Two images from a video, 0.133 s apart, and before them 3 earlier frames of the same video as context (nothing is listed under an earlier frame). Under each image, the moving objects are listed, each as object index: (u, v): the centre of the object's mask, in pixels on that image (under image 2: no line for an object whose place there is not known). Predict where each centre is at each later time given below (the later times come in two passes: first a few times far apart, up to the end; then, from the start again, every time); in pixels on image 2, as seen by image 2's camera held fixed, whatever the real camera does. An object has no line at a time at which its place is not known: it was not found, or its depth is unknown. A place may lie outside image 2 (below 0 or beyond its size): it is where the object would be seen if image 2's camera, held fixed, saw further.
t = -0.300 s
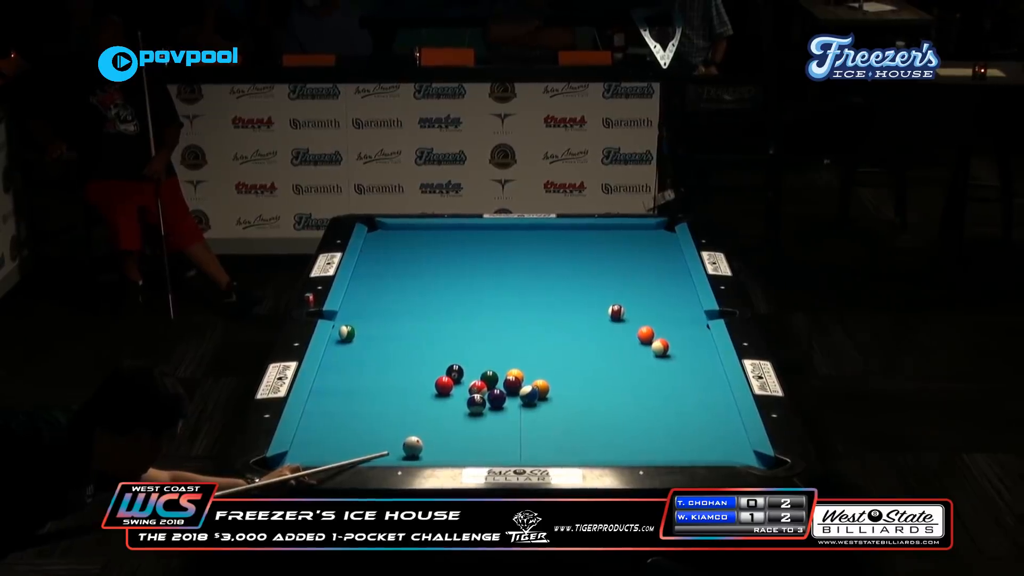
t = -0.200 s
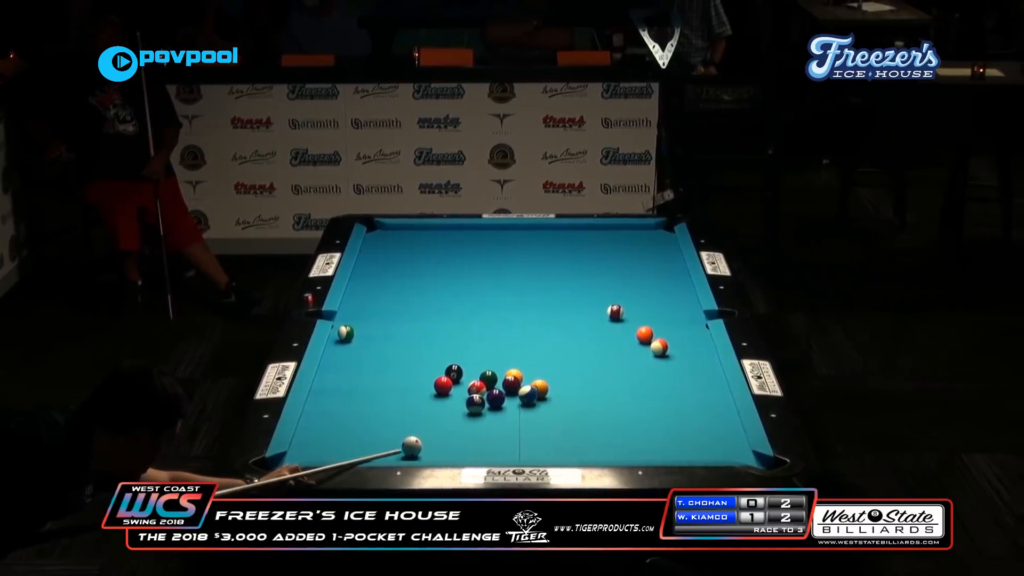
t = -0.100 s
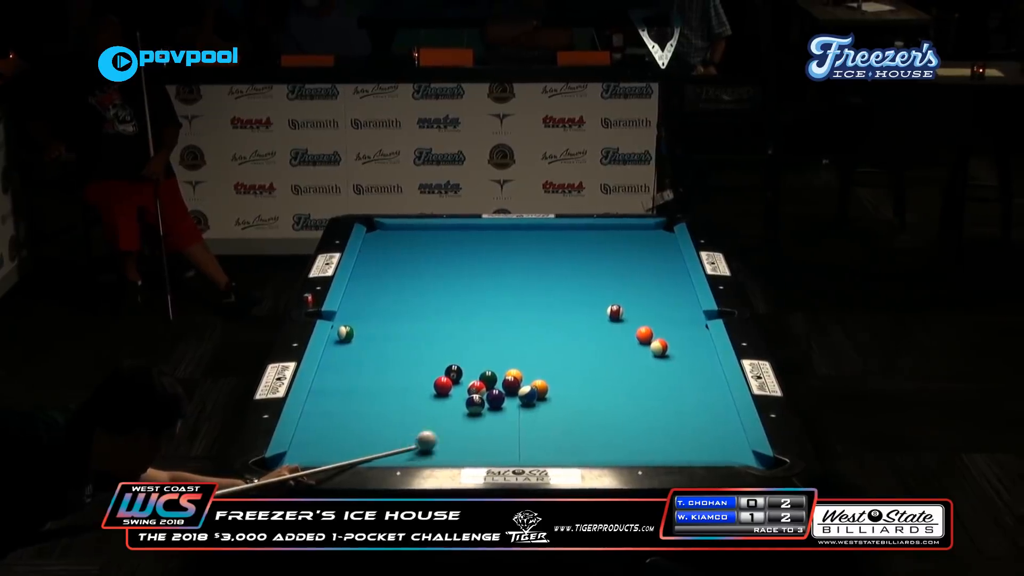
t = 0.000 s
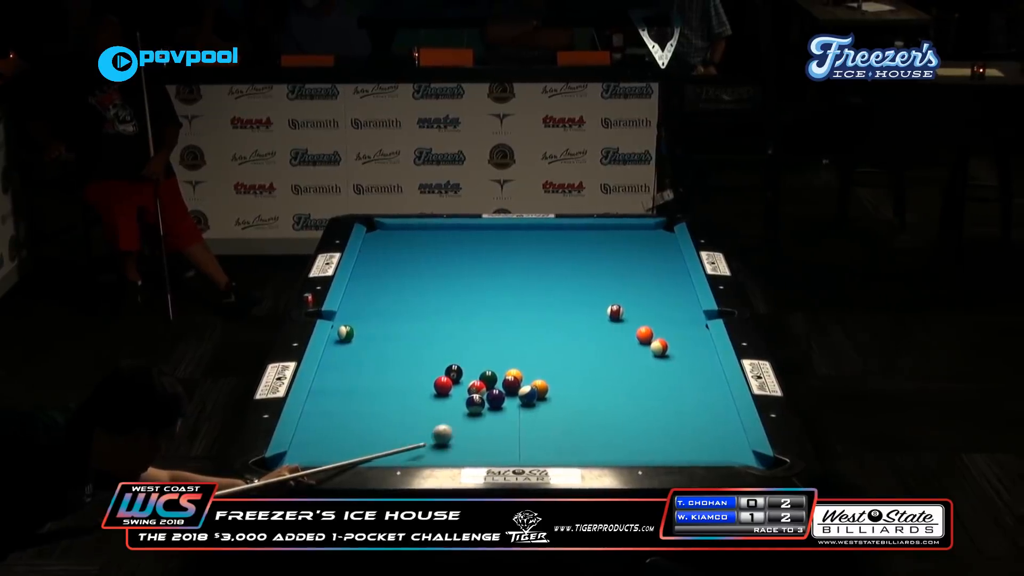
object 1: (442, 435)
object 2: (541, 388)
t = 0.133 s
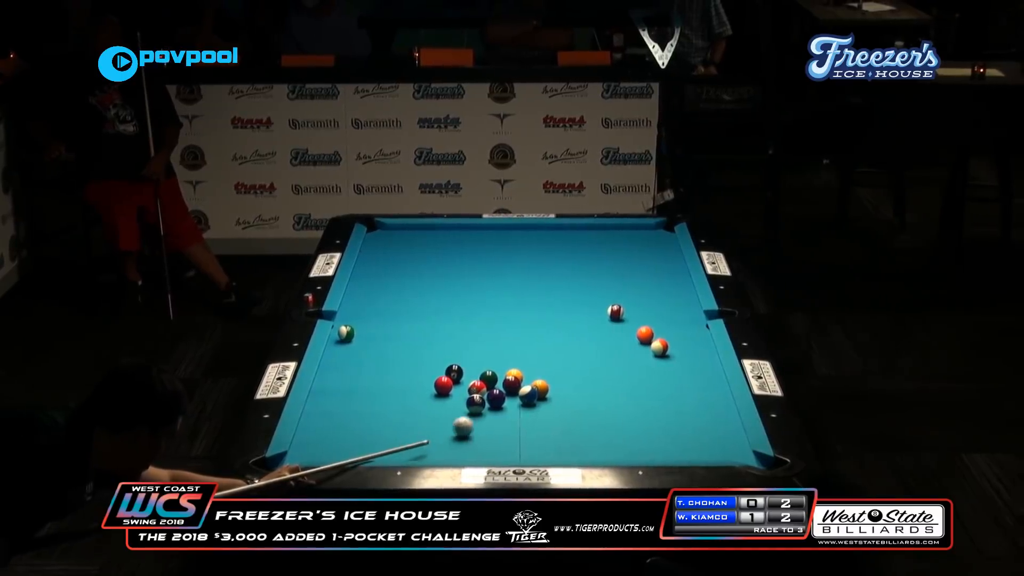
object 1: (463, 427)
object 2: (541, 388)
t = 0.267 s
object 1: (483, 419)
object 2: (541, 388)
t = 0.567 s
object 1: (524, 403)
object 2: (541, 387)
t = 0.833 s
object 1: (555, 400)
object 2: (547, 383)
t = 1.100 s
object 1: (582, 398)
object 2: (555, 379)
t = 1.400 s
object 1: (611, 396)
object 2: (563, 373)
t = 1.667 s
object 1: (634, 394)
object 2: (569, 369)
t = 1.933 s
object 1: (656, 393)
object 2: (574, 367)
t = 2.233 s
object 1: (677, 391)
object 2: (579, 364)
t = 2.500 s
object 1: (693, 390)
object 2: (583, 362)
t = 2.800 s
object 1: (710, 388)
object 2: (586, 361)
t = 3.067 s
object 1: (720, 387)
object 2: (587, 361)
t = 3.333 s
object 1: (713, 387)
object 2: (587, 361)
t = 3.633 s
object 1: (707, 386)
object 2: (587, 361)
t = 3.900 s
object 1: (704, 387)
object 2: (587, 361)
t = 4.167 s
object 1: (703, 387)
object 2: (587, 361)
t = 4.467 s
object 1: (703, 387)
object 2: (587, 361)
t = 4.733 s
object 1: (703, 386)
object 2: (587, 361)
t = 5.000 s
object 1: (703, 386)
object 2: (587, 361)
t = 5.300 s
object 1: (703, 386)
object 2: (587, 361)
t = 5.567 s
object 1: (703, 386)
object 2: (587, 361)
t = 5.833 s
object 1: (703, 386)
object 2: (587, 361)
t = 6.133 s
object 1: (703, 386)
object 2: (587, 361)
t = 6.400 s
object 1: (704, 386)
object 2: (587, 360)
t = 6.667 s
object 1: (703, 387)
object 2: (587, 361)
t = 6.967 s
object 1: (703, 387)
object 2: (587, 361)
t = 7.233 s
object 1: (703, 387)
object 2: (587, 361)
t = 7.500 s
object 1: (703, 387)
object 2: (587, 361)
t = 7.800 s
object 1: (703, 387)
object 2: (587, 361)
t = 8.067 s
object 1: (703, 386)
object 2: (587, 361)
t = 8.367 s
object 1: (703, 386)
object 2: (587, 360)
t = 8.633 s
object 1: (703, 386)
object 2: (587, 361)
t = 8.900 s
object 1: (703, 386)
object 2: (587, 360)
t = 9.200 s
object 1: (703, 386)
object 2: (587, 360)
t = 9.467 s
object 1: (703, 386)
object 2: (587, 360)
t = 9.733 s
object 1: (703, 386)
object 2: (587, 360)
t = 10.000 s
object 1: (703, 386)
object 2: (587, 360)
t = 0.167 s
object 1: (467, 425)
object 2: (541, 388)
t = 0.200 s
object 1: (473, 423)
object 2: (541, 388)
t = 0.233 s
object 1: (477, 421)
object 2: (541, 388)
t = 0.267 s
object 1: (483, 419)
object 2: (541, 388)
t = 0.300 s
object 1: (487, 417)
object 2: (541, 388)
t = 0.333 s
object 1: (492, 416)
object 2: (541, 388)
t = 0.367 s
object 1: (497, 414)
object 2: (541, 388)
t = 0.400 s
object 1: (501, 412)
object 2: (541, 387)
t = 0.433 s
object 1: (506, 410)
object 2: (542, 387)
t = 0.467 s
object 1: (510, 409)
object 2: (541, 387)
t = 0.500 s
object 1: (514, 407)
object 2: (542, 387)
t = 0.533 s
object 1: (519, 405)
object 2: (542, 387)
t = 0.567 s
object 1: (524, 403)
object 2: (541, 387)
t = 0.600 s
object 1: (528, 402)
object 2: (541, 387)
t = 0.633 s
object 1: (531, 402)
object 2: (542, 387)
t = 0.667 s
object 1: (535, 401)
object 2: (542, 386)
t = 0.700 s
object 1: (539, 401)
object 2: (544, 385)
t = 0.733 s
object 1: (543, 400)
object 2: (544, 384)
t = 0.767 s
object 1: (547, 401)
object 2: (545, 384)
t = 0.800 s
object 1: (551, 400)
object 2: (546, 383)
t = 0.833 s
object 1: (555, 400)
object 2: (547, 383)
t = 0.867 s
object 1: (558, 400)
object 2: (548, 383)
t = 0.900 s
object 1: (561, 400)
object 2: (549, 382)
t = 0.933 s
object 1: (565, 399)
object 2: (550, 382)
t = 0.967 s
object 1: (569, 399)
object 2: (551, 381)
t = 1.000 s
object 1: (572, 399)
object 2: (552, 380)
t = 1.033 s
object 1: (575, 399)
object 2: (553, 379)
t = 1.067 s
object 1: (579, 398)
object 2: (554, 379)
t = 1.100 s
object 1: (582, 398)
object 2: (555, 379)
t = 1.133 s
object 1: (585, 398)
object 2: (556, 378)
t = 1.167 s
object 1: (589, 398)
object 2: (557, 377)
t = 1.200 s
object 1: (592, 398)
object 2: (558, 376)
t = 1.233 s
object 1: (595, 397)
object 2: (558, 376)
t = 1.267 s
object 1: (598, 397)
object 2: (559, 376)
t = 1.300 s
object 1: (602, 397)
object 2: (560, 375)
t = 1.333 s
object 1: (605, 397)
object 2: (561, 374)
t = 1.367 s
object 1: (608, 396)
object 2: (562, 374)
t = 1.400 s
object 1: (611, 396)
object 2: (563, 373)
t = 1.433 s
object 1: (614, 396)
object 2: (564, 373)
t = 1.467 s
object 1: (617, 396)
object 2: (564, 372)
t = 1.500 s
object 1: (620, 396)
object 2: (565, 372)
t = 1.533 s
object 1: (623, 395)
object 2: (566, 371)
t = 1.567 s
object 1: (626, 395)
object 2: (567, 371)
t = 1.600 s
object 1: (629, 395)
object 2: (568, 370)
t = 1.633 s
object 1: (632, 394)
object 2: (569, 370)
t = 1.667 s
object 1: (634, 394)
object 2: (569, 369)
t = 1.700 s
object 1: (637, 394)
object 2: (570, 369)
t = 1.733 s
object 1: (640, 394)
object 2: (571, 369)
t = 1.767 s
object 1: (642, 394)
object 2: (571, 369)
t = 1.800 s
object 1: (645, 394)
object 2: (572, 368)
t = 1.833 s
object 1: (648, 393)
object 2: (572, 368)
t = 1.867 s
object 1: (650, 393)
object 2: (573, 367)
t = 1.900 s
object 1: (653, 393)
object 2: (574, 367)
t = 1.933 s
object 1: (656, 393)
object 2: (574, 367)
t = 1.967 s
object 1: (658, 393)
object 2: (575, 367)
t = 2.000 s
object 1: (660, 393)
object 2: (575, 366)
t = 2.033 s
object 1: (663, 392)
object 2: (576, 366)
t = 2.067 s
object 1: (665, 392)
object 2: (577, 365)
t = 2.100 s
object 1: (668, 392)
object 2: (577, 365)
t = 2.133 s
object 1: (670, 392)
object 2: (578, 365)
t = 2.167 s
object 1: (672, 392)
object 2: (578, 365)
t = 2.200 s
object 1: (674, 392)
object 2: (579, 365)
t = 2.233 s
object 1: (677, 391)
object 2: (579, 364)
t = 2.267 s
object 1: (679, 391)
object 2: (580, 364)
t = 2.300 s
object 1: (681, 391)
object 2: (580, 364)
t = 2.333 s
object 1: (683, 391)
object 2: (581, 363)
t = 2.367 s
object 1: (685, 391)
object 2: (581, 363)
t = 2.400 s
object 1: (688, 391)
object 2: (581, 363)
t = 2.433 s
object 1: (690, 390)
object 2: (582, 363)
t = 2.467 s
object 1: (692, 390)
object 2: (582, 363)
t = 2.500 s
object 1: (693, 390)
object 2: (583, 362)
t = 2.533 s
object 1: (696, 390)
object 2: (583, 362)
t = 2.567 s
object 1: (698, 390)
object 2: (583, 362)
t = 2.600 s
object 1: (700, 389)
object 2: (584, 362)
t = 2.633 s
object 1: (701, 389)
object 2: (584, 362)
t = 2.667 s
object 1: (703, 389)
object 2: (584, 362)
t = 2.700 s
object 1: (705, 389)
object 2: (585, 361)
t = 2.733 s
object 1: (707, 389)
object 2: (585, 361)
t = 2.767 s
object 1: (709, 388)
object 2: (585, 361)
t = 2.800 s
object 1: (710, 388)
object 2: (586, 361)
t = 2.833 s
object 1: (712, 388)
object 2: (586, 361)
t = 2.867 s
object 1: (714, 388)
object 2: (586, 361)
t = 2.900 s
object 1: (716, 388)
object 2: (587, 361)
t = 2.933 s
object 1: (717, 388)
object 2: (587, 361)
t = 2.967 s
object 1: (719, 388)
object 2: (587, 361)
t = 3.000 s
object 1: (720, 387)
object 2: (587, 361)
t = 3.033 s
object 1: (721, 387)
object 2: (587, 361)
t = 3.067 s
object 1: (720, 387)
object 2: (587, 361)
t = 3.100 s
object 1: (719, 387)
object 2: (587, 361)
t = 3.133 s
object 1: (718, 387)
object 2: (587, 360)
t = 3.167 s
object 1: (717, 387)
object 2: (587, 361)
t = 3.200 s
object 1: (716, 387)
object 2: (587, 361)
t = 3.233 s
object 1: (715, 387)
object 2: (587, 361)
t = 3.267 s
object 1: (714, 387)
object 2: (587, 361)
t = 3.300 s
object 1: (714, 387)
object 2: (587, 361)
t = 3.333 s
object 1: (713, 387)
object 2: (587, 361)
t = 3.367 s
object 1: (712, 387)
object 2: (587, 361)
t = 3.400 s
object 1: (711, 387)
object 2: (587, 361)
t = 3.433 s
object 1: (711, 387)
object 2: (587, 361)
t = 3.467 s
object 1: (710, 387)
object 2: (587, 361)
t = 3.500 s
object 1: (709, 386)
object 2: (587, 361)
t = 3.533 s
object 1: (709, 386)
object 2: (587, 361)
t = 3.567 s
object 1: (708, 387)
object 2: (587, 361)
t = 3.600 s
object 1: (708, 387)
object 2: (587, 361)
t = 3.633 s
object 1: (707, 386)
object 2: (587, 361)
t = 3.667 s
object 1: (707, 387)
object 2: (587, 361)
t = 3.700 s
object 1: (706, 386)
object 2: (587, 361)
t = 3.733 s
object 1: (706, 386)
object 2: (587, 361)
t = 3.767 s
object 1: (706, 386)
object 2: (587, 361)
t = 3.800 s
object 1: (705, 386)
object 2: (587, 361)
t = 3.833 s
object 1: (704, 386)
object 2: (587, 361)
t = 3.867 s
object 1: (704, 386)
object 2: (587, 361)
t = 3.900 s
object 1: (704, 387)
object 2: (587, 361)
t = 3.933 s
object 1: (704, 387)
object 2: (587, 361)
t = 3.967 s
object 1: (704, 387)
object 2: (587, 361)
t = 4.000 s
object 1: (703, 386)
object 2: (587, 361)
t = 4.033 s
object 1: (703, 386)
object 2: (587, 361)
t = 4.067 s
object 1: (703, 386)
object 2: (587, 361)
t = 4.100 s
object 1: (703, 387)
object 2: (587, 361)
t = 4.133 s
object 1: (703, 387)
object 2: (587, 361)
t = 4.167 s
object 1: (703, 387)
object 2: (587, 361)
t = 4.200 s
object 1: (703, 387)
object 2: (587, 361)
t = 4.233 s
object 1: (703, 387)
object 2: (587, 361)
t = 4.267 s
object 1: (703, 387)
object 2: (587, 361)
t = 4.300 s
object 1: (703, 387)
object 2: (587, 361)
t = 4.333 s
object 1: (703, 386)
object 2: (587, 360)
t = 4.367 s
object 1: (703, 387)
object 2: (587, 361)
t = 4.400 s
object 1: (703, 387)
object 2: (587, 361)
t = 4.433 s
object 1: (703, 387)
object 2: (587, 361)
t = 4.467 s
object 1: (703, 387)
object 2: (587, 361)
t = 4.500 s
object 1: (703, 386)
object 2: (587, 361)
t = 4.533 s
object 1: (703, 386)
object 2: (587, 361)
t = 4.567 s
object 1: (703, 386)
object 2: (587, 361)
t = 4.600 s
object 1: (703, 386)
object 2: (587, 361)
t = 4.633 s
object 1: (703, 387)
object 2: (587, 361)
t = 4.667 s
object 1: (703, 386)
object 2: (587, 361)
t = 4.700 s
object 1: (703, 386)
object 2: (587, 361)
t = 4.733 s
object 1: (703, 386)
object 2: (587, 361)
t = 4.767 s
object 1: (703, 386)
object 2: (587, 361)
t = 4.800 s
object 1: (703, 386)
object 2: (587, 361)
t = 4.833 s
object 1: (703, 386)
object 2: (587, 361)
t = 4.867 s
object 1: (703, 386)
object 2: (587, 361)
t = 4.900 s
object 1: (703, 386)
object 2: (587, 361)
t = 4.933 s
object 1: (703, 386)
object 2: (587, 361)
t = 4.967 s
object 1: (703, 386)
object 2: (587, 360)
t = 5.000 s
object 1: (703, 386)
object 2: (587, 361)
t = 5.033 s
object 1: (703, 386)
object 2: (587, 360)
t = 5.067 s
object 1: (703, 386)
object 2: (587, 361)
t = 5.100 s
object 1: (703, 386)
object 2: (587, 360)
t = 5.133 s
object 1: (703, 386)
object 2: (587, 361)
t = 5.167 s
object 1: (703, 386)
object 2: (587, 361)
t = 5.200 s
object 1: (703, 386)
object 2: (587, 361)
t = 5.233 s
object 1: (703, 386)
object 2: (587, 361)
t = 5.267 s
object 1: (703, 386)
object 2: (587, 361)
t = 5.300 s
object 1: (703, 386)
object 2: (587, 361)
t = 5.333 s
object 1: (703, 386)
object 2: (587, 361)
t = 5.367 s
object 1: (703, 386)
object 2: (587, 361)
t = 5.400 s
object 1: (703, 387)
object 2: (587, 361)
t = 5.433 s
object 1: (703, 387)
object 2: (587, 361)
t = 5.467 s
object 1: (703, 386)
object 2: (587, 361)
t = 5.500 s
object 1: (703, 386)
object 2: (587, 361)
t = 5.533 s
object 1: (703, 386)
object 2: (587, 361)
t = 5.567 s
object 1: (703, 386)
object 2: (587, 361)
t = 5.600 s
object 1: (703, 386)
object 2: (587, 361)
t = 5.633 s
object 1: (703, 386)
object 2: (587, 361)
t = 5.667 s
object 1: (703, 386)
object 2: (587, 361)
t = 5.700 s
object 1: (703, 386)
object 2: (587, 361)
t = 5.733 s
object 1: (703, 386)
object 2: (587, 361)
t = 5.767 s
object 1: (703, 386)
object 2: (587, 361)
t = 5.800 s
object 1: (703, 386)
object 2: (587, 361)
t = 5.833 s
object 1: (703, 386)
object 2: (587, 361)
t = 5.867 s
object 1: (703, 386)
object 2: (587, 361)
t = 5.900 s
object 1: (703, 386)
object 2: (587, 361)
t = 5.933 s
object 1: (703, 386)
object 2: (587, 361)
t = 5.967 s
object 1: (703, 386)
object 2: (587, 361)
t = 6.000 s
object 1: (703, 386)
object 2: (587, 361)
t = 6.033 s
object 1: (703, 386)
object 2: (587, 361)
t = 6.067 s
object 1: (703, 386)
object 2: (587, 361)
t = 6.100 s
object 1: (703, 386)
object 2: (587, 361)
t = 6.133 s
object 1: (703, 386)
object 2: (587, 361)
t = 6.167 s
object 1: (703, 386)
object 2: (587, 361)
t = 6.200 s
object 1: (703, 386)
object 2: (587, 361)
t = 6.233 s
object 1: (703, 386)
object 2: (587, 361)
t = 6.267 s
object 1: (703, 386)
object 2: (587, 361)
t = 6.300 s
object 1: (703, 386)
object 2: (587, 361)
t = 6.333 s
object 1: (703, 387)
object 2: (587, 361)
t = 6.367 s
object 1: (703, 387)
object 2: (587, 361)
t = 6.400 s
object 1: (704, 386)
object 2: (587, 360)
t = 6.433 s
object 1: (703, 386)
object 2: (587, 360)
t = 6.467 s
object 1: (703, 386)
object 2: (587, 360)
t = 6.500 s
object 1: (703, 386)
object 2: (587, 360)
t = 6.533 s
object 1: (703, 386)
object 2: (587, 360)
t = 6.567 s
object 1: (703, 387)
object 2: (587, 361)
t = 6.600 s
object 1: (703, 387)
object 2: (587, 361)
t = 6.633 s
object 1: (703, 387)
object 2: (587, 361)
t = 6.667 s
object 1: (703, 387)
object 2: (587, 361)
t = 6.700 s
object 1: (703, 387)
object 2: (587, 361)
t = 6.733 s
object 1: (703, 387)
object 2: (587, 361)
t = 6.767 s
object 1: (703, 387)
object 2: (587, 361)
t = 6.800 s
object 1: (703, 387)
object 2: (587, 361)
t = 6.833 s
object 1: (703, 387)
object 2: (587, 361)
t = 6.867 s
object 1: (703, 387)
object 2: (587, 361)
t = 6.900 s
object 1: (703, 387)
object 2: (587, 361)
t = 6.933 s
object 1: (703, 387)
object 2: (587, 361)
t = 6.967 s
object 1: (703, 387)
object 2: (587, 361)
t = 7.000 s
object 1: (703, 387)
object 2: (587, 361)
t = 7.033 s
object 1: (703, 387)
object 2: (587, 361)
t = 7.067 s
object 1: (703, 387)
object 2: (587, 361)
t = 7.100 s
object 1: (703, 387)
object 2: (587, 361)
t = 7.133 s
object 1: (703, 387)
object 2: (587, 361)
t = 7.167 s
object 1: (703, 387)
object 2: (587, 361)
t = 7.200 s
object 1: (703, 387)
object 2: (587, 361)
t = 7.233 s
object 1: (703, 387)
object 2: (587, 361)
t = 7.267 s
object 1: (703, 387)
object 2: (587, 361)
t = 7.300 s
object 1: (703, 387)
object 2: (587, 361)
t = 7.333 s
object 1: (703, 387)
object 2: (587, 361)
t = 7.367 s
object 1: (703, 387)
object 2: (587, 361)
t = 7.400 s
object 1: (703, 387)
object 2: (587, 361)
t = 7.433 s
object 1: (703, 387)
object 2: (587, 361)
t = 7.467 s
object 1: (703, 387)
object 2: (587, 361)
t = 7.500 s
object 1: (703, 387)
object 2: (587, 361)
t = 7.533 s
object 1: (703, 387)
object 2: (587, 361)
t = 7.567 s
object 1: (703, 387)
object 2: (587, 361)
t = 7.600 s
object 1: (703, 387)
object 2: (587, 361)
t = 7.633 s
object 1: (703, 387)
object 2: (587, 361)
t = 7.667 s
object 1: (703, 387)
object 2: (587, 361)
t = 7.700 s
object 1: (703, 387)
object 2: (587, 361)
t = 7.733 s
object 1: (703, 387)
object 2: (587, 361)
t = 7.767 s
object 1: (703, 387)
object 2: (587, 361)
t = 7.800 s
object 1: (703, 387)
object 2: (587, 361)
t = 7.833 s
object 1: (703, 387)
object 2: (587, 361)
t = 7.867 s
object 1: (703, 387)
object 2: (587, 361)
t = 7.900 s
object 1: (703, 386)
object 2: (587, 361)
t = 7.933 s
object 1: (703, 386)
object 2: (587, 361)
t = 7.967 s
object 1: (703, 386)
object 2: (587, 361)
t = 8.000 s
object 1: (703, 386)
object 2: (587, 361)
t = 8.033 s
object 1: (703, 386)
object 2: (587, 361)
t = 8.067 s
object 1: (703, 386)
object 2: (587, 361)
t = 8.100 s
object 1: (703, 386)
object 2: (587, 361)
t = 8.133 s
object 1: (703, 386)
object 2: (587, 361)
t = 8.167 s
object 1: (703, 386)
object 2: (587, 361)
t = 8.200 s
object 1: (703, 386)
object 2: (587, 361)
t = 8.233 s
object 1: (703, 386)
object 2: (587, 360)
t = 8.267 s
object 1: (703, 386)
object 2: (587, 361)
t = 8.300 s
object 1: (703, 386)
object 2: (587, 361)
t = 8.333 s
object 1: (703, 386)
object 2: (587, 361)
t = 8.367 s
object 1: (703, 386)
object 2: (587, 360)
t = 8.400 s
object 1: (703, 386)
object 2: (587, 361)
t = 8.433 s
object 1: (703, 386)
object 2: (587, 360)
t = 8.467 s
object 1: (703, 386)
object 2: (587, 361)
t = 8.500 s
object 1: (703, 386)
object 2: (587, 361)
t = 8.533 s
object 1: (703, 386)
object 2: (587, 361)
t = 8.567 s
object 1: (703, 386)
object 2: (587, 361)
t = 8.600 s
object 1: (703, 386)
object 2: (587, 360)
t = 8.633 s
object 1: (703, 386)
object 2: (587, 361)
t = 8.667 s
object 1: (703, 386)
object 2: (587, 360)
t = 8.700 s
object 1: (703, 386)
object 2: (587, 361)
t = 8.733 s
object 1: (703, 386)
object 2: (587, 360)
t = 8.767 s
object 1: (703, 386)
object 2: (587, 360)
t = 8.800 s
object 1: (703, 386)
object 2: (587, 361)
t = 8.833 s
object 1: (703, 387)
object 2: (587, 360)
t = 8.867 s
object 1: (703, 386)
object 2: (587, 360)
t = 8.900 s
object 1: (703, 386)
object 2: (587, 360)
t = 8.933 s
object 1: (703, 387)
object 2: (587, 360)
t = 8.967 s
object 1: (703, 386)
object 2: (587, 360)
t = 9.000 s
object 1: (703, 386)
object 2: (587, 360)
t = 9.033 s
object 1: (703, 386)
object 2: (587, 360)
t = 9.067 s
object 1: (703, 387)
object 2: (587, 360)
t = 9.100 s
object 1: (703, 387)
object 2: (587, 360)
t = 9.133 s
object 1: (703, 387)
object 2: (587, 360)
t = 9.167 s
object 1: (703, 386)
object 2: (587, 360)
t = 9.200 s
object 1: (703, 386)
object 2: (587, 360)
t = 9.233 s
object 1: (703, 386)
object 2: (587, 360)
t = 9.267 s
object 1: (703, 386)
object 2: (587, 360)
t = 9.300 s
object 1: (703, 386)
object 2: (587, 360)
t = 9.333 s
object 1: (703, 386)
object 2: (587, 360)
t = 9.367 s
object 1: (703, 386)
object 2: (587, 360)
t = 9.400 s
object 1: (703, 386)
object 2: (587, 360)
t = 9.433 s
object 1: (703, 386)
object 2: (587, 360)
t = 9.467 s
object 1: (703, 386)
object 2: (587, 360)
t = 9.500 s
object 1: (703, 386)
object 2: (587, 360)
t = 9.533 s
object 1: (703, 386)
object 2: (587, 360)
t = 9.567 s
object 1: (703, 386)
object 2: (587, 360)
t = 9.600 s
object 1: (703, 386)
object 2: (587, 360)
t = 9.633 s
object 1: (703, 386)
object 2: (587, 360)
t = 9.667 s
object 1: (703, 386)
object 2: (587, 360)
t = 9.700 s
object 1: (703, 386)
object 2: (587, 360)
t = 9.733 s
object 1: (703, 386)
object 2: (587, 360)
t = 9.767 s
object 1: (703, 386)
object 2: (587, 360)
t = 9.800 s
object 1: (703, 386)
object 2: (587, 360)
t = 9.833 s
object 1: (703, 386)
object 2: (587, 360)
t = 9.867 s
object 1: (703, 386)
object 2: (587, 360)
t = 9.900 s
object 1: (703, 386)
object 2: (587, 360)
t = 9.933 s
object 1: (703, 386)
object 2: (587, 360)
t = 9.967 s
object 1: (703, 386)
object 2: (587, 360)
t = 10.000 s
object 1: (703, 386)
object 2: (587, 360)
